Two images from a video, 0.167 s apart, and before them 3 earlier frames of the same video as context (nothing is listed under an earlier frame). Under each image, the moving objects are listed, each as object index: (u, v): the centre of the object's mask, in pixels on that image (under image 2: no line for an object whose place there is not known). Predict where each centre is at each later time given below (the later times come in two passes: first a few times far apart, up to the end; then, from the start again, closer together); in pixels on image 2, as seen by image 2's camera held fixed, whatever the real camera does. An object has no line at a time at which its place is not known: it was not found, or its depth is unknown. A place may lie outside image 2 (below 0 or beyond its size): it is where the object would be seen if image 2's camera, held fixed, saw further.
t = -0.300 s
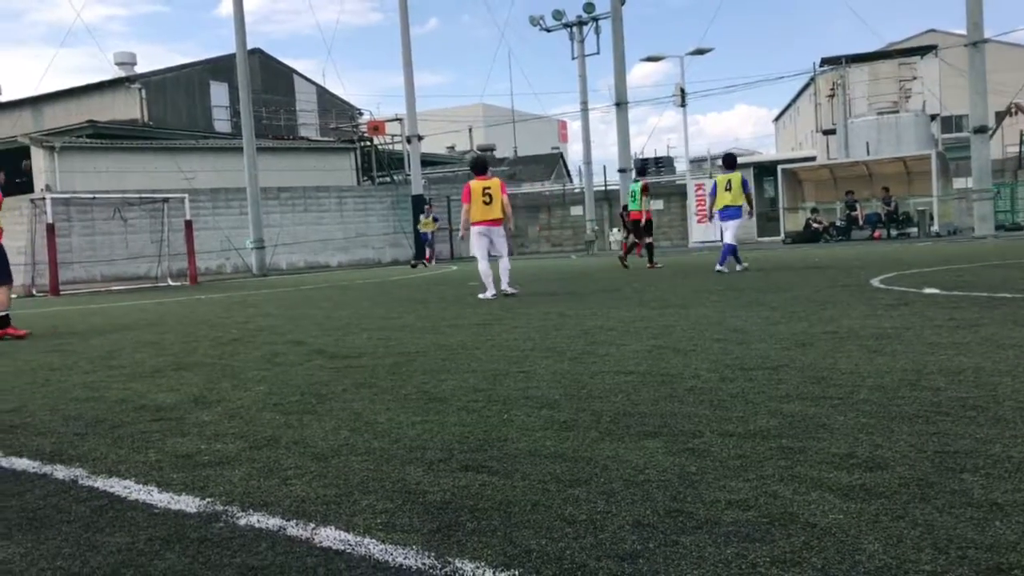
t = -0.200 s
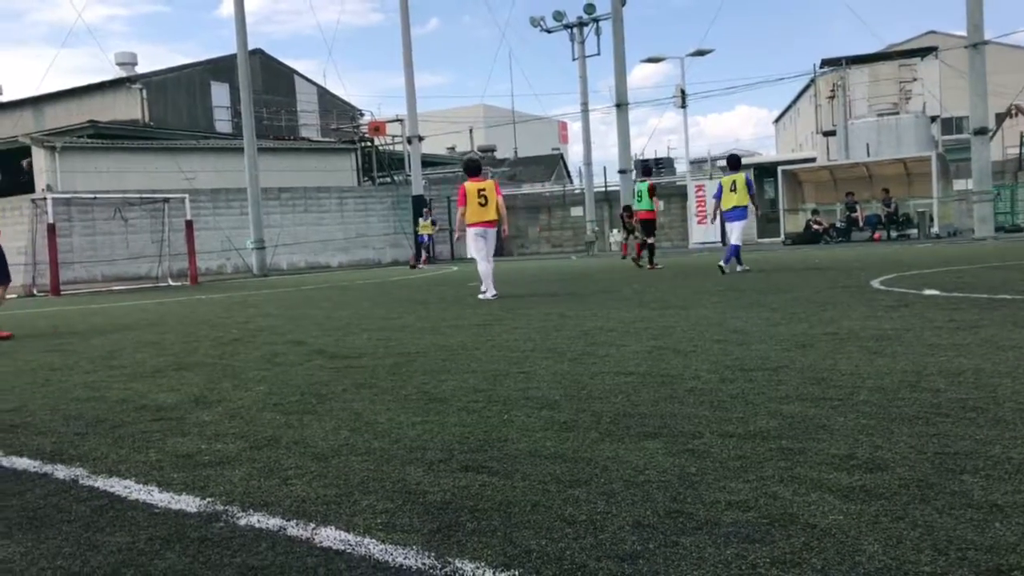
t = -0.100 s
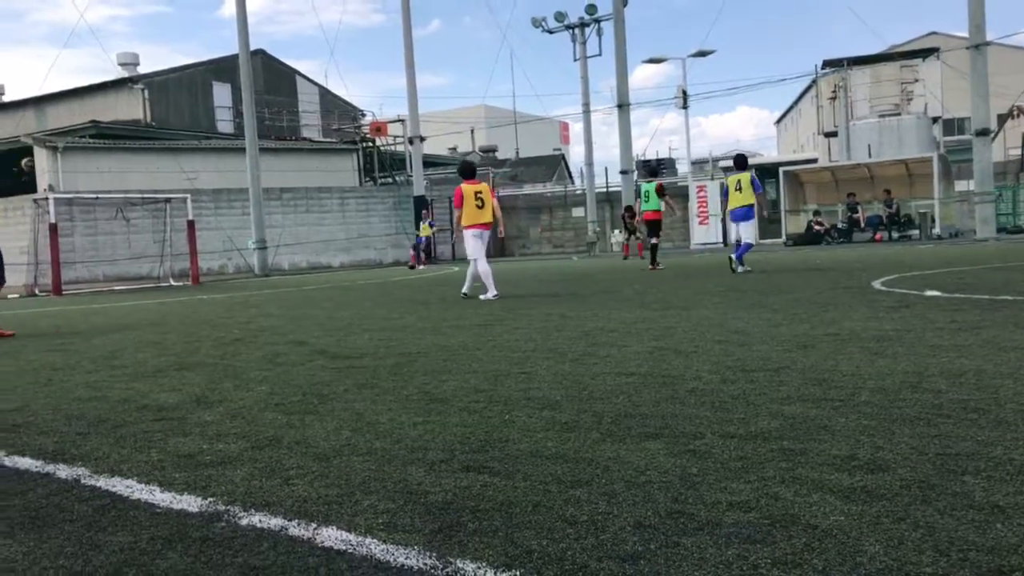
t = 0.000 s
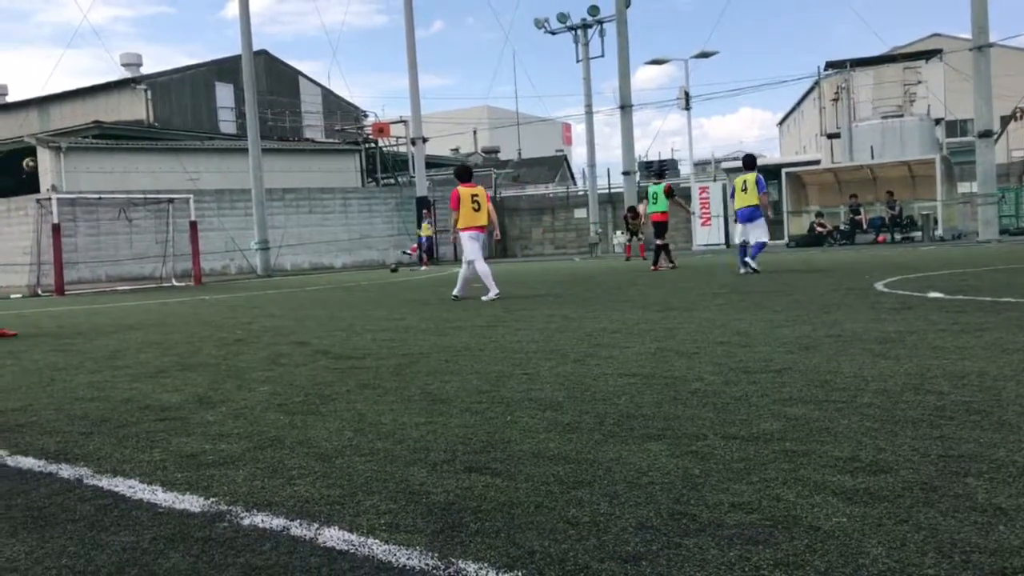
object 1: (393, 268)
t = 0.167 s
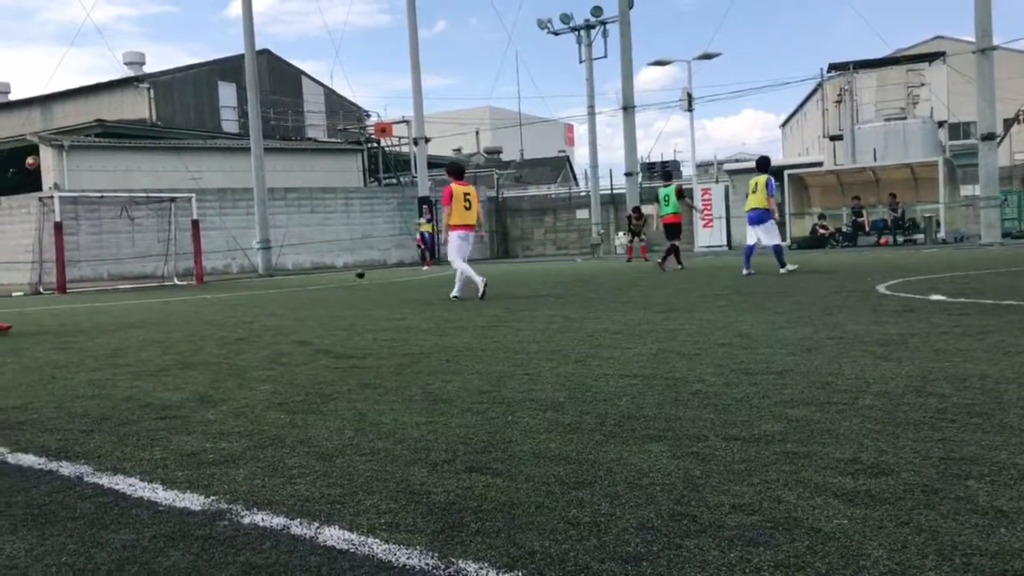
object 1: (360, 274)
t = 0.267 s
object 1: (337, 276)
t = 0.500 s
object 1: (283, 283)
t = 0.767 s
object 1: (218, 292)
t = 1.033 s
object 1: (137, 302)
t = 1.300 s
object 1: (30, 316)
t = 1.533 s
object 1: (-93, 331)
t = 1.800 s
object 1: (-122, 338)
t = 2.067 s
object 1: (-76, 339)
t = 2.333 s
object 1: (-41, 339)
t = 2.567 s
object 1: (-14, 340)
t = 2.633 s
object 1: (-7, 341)
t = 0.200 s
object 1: (353, 274)
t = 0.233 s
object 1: (345, 275)
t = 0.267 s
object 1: (337, 276)
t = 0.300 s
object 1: (330, 278)
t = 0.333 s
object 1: (323, 278)
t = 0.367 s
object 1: (315, 279)
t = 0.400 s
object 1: (308, 280)
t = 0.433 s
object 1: (299, 282)
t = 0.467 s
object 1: (291, 283)
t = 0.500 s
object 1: (283, 283)
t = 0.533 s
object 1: (276, 284)
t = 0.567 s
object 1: (268, 286)
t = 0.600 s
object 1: (260, 286)
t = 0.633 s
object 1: (252, 286)
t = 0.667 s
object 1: (244, 288)
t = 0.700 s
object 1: (236, 290)
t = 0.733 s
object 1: (228, 291)
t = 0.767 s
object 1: (218, 292)
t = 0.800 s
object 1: (209, 293)
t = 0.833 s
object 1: (200, 293)
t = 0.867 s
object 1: (190, 295)
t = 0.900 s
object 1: (180, 296)
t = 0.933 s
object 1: (170, 298)
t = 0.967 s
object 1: (160, 298)
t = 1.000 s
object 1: (148, 300)
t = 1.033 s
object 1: (137, 302)
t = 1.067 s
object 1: (125, 303)
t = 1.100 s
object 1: (113, 304)
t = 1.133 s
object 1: (100, 306)
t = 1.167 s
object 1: (88, 309)
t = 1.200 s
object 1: (74, 310)
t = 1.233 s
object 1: (60, 311)
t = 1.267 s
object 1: (45, 314)
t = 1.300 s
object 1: (30, 316)
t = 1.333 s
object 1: (15, 318)
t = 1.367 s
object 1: (-1, 320)
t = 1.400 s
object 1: (-18, 322)
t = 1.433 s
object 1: (-36, 324)
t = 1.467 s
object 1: (-54, 326)
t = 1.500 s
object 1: (-74, 329)
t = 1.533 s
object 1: (-93, 331)
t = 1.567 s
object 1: (-115, 333)
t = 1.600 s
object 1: (-138, 337)
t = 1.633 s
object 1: (-151, 339)
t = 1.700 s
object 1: (-148, 337)
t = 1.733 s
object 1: (-142, 339)
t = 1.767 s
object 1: (-130, 339)
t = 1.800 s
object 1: (-122, 338)
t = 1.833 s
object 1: (-114, 338)
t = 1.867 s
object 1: (-106, 338)
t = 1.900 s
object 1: (-99, 338)
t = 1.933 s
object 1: (-94, 337)
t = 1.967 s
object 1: (-88, 338)
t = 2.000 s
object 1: (-84, 338)
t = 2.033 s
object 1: (-79, 338)
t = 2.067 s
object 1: (-76, 339)
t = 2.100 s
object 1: (-72, 339)
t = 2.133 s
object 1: (-67, 339)
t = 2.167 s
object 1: (-63, 339)
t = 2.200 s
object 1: (-58, 339)
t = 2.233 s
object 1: (-54, 339)
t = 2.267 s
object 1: (-50, 339)
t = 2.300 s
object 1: (-45, 338)
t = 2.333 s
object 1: (-41, 339)
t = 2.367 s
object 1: (-37, 339)
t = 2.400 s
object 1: (-33, 339)
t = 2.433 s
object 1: (-29, 339)
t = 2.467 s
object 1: (-26, 339)
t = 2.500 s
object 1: (-22, 340)
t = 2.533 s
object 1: (-17, 340)
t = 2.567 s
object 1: (-14, 340)
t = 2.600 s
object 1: (-10, 340)
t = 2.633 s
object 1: (-7, 341)
